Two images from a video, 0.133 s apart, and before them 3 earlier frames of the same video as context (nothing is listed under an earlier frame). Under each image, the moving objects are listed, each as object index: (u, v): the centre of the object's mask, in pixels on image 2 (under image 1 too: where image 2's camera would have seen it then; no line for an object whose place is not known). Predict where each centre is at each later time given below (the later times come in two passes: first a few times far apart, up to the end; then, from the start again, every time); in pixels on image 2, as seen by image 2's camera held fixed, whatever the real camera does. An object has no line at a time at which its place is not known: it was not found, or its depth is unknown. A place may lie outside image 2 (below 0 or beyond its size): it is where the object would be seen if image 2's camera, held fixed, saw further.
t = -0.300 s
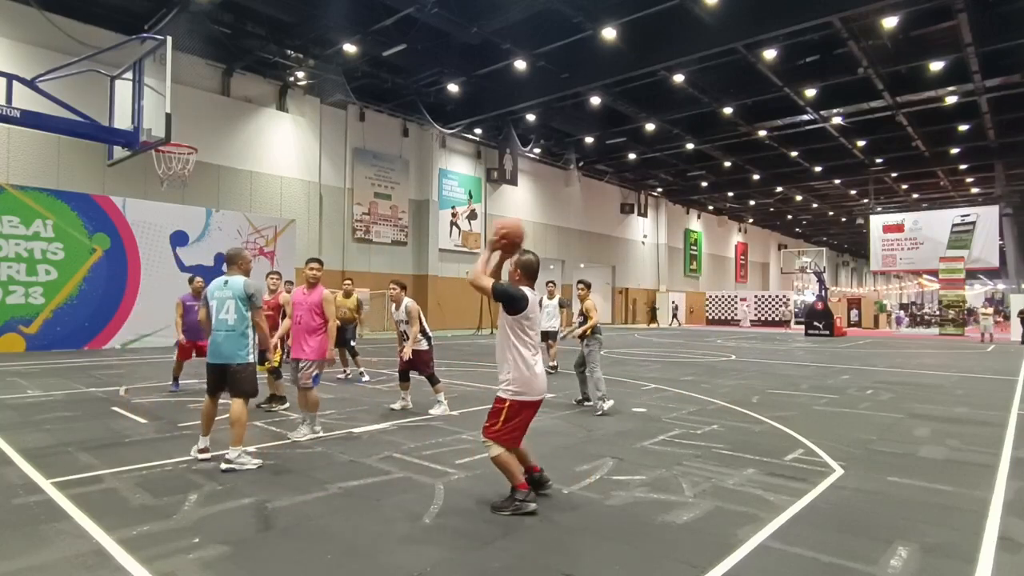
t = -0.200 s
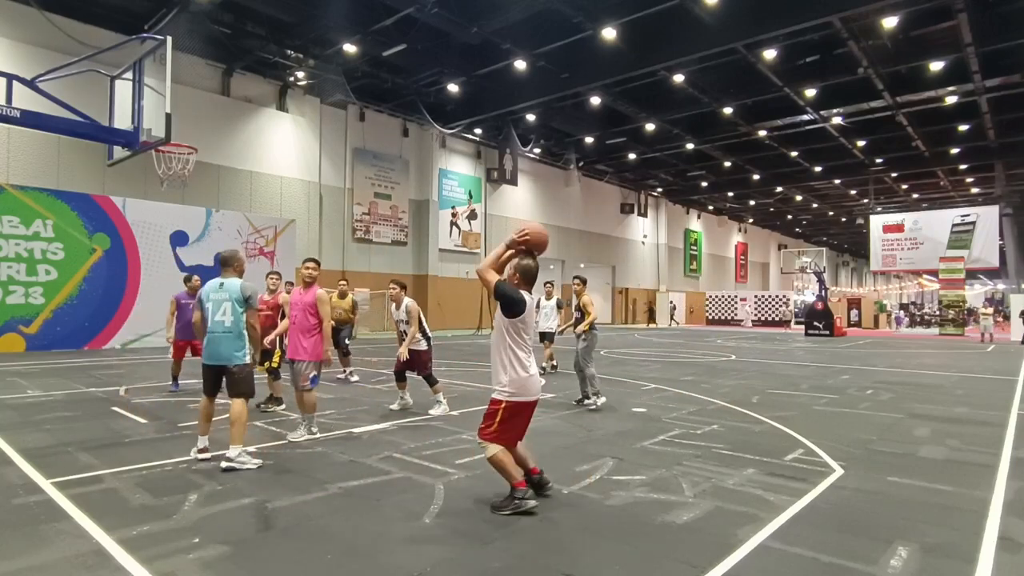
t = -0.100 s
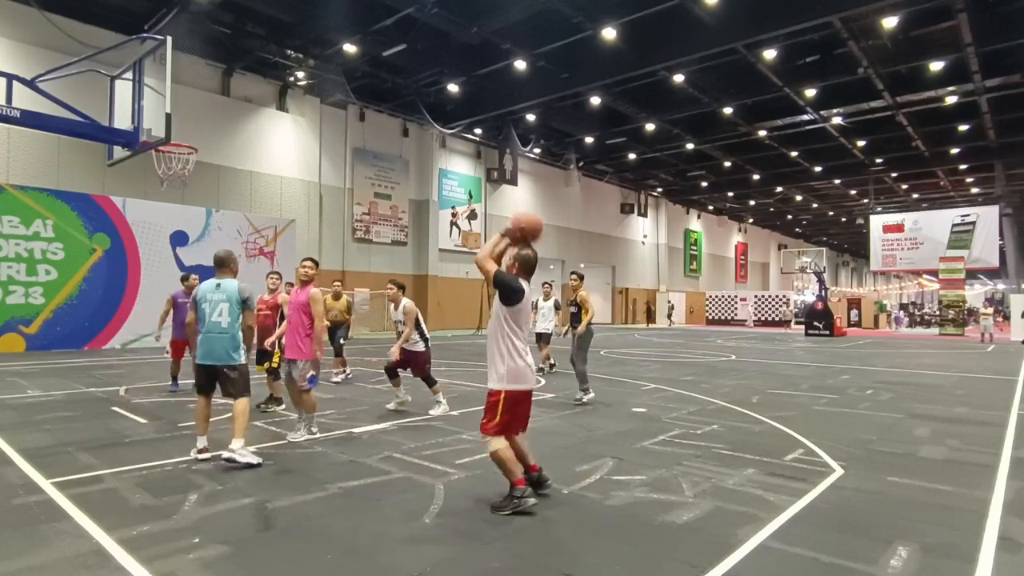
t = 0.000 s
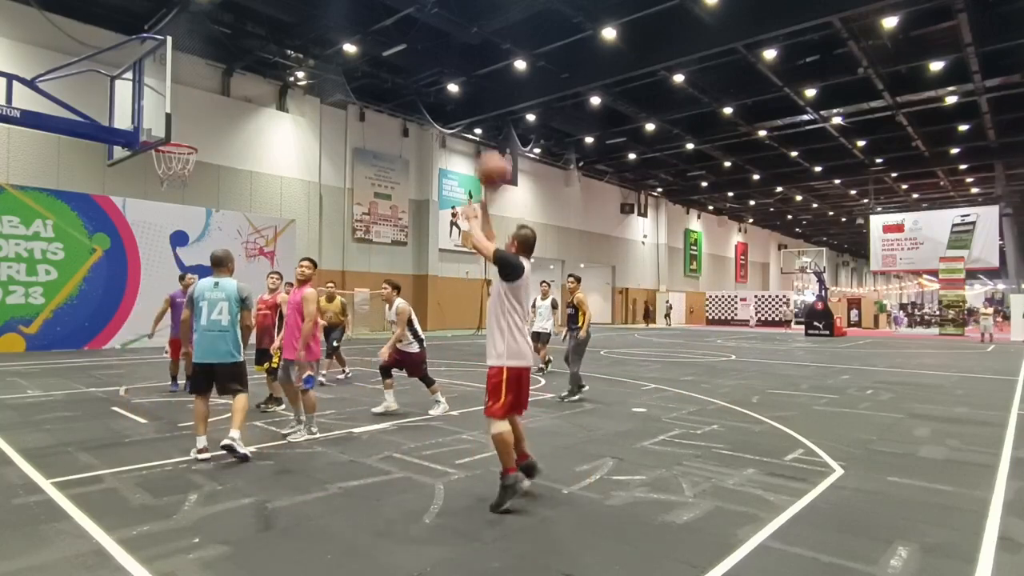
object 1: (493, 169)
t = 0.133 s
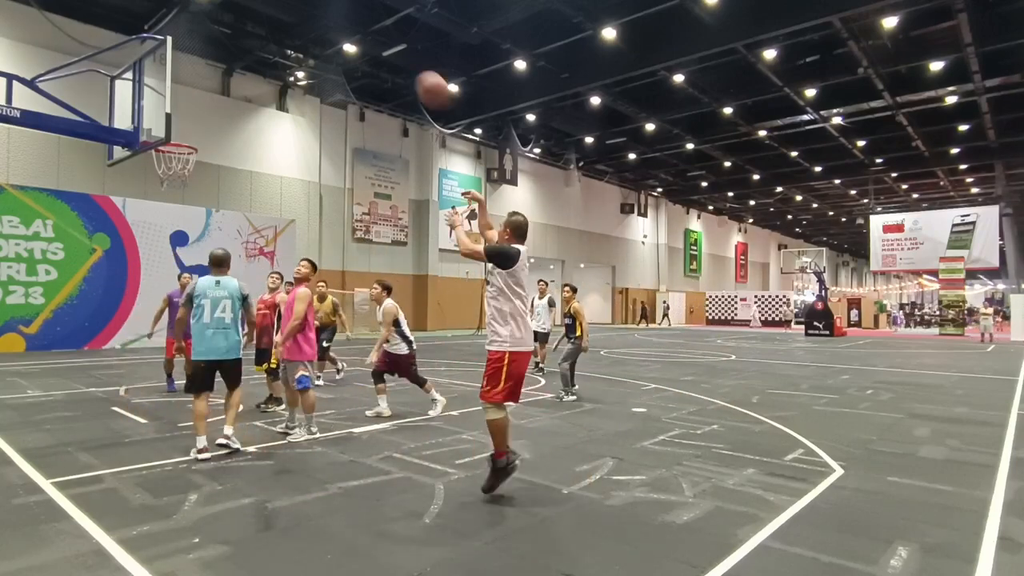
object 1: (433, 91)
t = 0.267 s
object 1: (380, 40)
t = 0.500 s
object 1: (304, 13)
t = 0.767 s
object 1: (234, 49)
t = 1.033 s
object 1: (180, 130)
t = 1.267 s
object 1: (178, 80)
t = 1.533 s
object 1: (177, 77)
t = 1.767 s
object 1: (174, 123)
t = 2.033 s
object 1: (189, 123)
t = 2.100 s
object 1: (197, 123)
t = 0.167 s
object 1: (419, 75)
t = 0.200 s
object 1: (405, 62)
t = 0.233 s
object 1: (393, 50)
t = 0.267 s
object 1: (380, 40)
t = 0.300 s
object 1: (369, 33)
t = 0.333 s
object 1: (356, 25)
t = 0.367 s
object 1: (346, 20)
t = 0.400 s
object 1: (334, 16)
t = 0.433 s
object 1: (324, 14)
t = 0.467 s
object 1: (315, 13)
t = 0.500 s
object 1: (304, 13)
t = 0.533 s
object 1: (294, 13)
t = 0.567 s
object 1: (285, 15)
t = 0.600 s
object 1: (276, 18)
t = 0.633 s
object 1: (267, 23)
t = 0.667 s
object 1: (259, 28)
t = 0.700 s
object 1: (250, 34)
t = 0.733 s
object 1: (242, 41)
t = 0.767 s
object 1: (234, 49)
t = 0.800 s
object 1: (226, 57)
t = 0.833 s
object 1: (219, 65)
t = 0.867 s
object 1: (211, 77)
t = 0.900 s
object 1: (204, 88)
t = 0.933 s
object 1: (197, 99)
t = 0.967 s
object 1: (190, 111)
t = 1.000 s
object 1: (183, 124)
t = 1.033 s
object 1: (180, 130)
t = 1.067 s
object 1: (180, 121)
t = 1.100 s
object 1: (179, 112)
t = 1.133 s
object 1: (179, 104)
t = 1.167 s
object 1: (179, 96)
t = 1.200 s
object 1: (179, 90)
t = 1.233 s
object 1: (179, 84)
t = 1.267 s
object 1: (178, 80)
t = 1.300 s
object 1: (178, 76)
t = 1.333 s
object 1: (178, 73)
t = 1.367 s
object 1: (177, 72)
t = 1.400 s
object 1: (177, 71)
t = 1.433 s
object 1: (177, 71)
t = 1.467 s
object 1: (177, 72)
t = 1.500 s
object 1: (177, 74)
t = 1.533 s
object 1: (177, 77)
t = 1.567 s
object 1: (176, 81)
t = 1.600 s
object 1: (176, 85)
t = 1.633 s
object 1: (175, 90)
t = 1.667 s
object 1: (175, 97)
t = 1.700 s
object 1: (175, 103)
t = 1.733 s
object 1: (174, 113)
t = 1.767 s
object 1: (174, 123)
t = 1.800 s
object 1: (173, 132)
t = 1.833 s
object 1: (165, 147)
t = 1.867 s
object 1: (174, 135)
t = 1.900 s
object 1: (177, 131)
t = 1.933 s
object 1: (179, 128)
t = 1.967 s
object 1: (182, 125)
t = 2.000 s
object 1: (185, 124)
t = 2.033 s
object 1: (189, 123)
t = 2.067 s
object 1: (193, 123)
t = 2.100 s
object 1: (197, 123)
